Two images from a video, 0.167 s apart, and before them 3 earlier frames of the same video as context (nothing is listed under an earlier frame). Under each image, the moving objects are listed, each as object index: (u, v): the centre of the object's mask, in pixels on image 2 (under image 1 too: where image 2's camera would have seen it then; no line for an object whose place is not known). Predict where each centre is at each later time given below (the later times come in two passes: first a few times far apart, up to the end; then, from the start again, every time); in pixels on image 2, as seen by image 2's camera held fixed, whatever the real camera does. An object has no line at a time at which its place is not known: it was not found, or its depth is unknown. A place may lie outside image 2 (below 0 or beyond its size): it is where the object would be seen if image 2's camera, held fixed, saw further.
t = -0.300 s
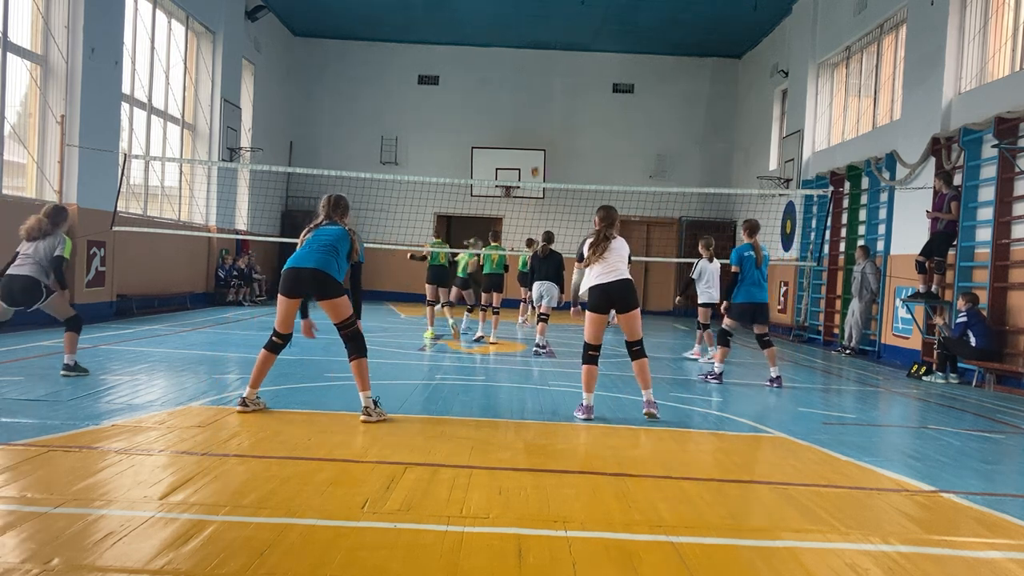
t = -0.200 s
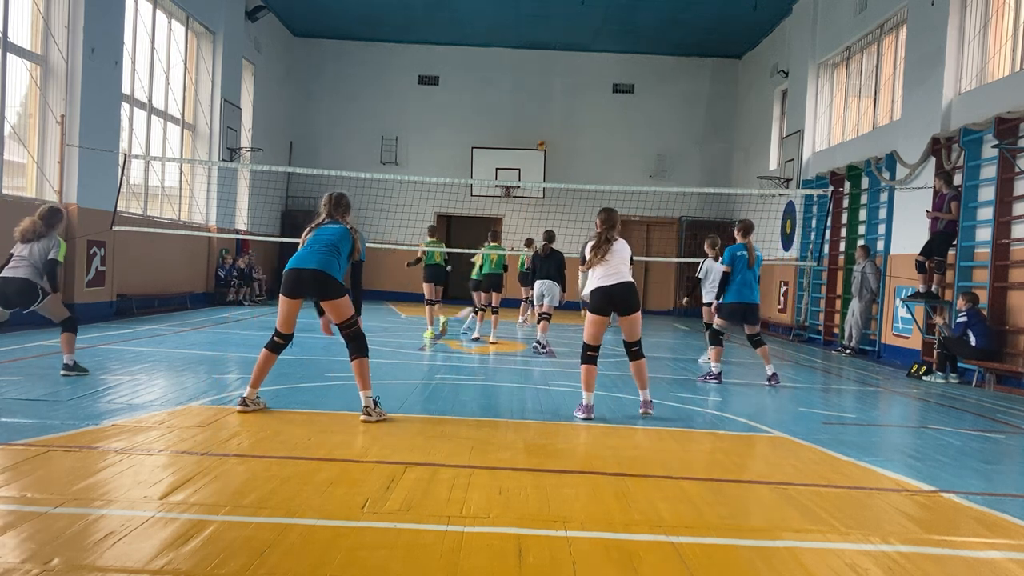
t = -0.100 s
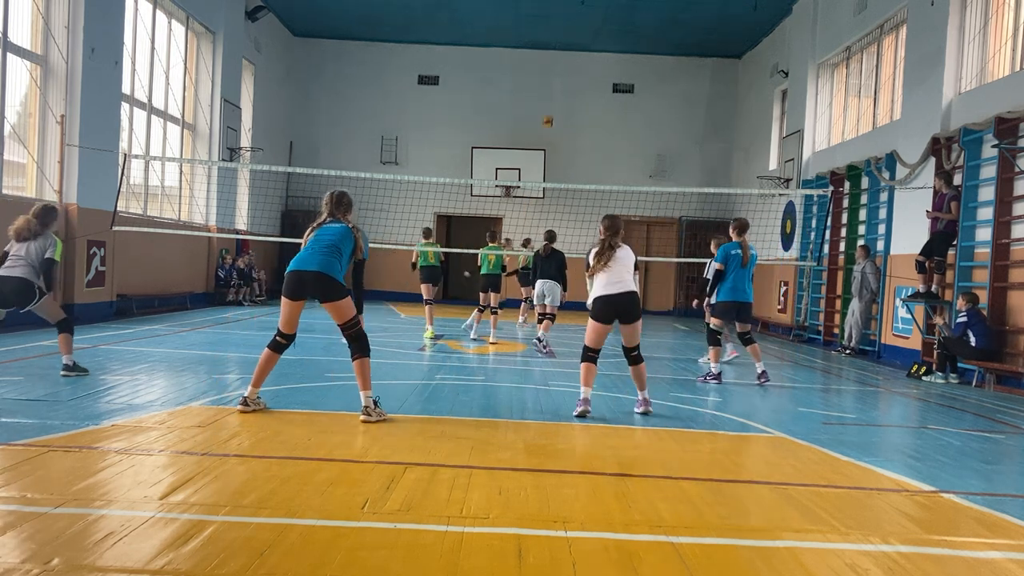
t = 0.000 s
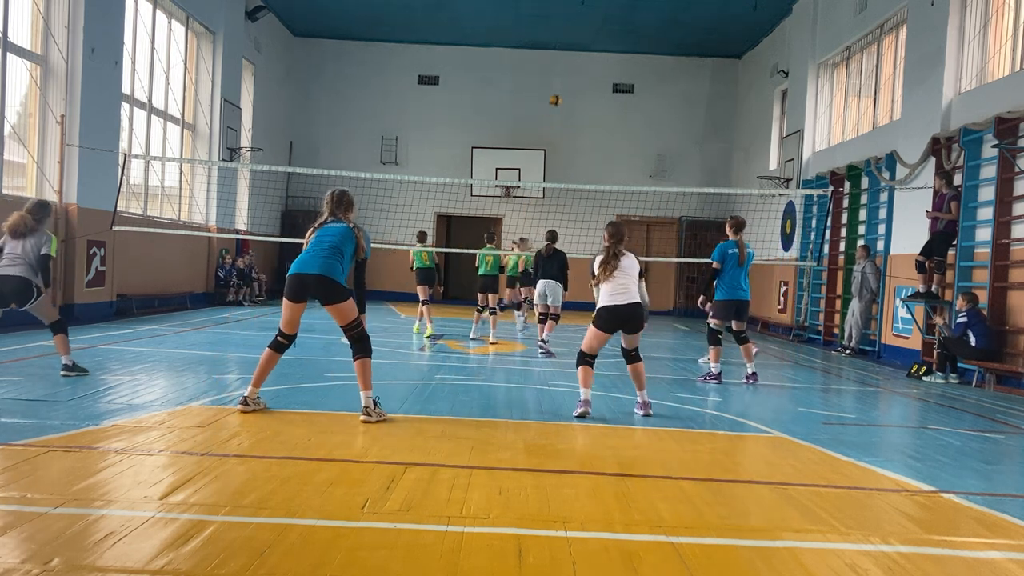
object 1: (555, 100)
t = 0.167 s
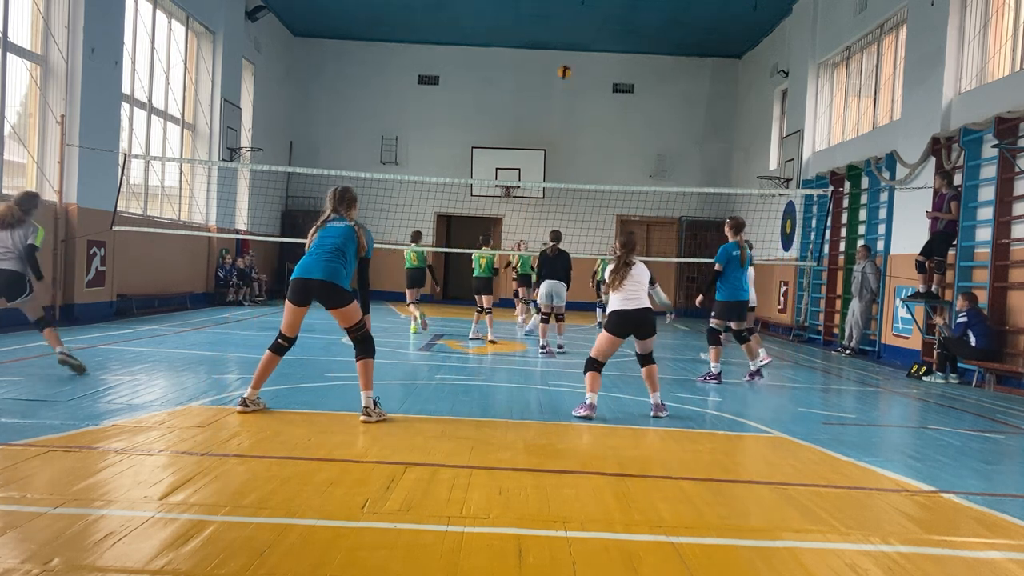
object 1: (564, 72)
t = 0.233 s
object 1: (568, 64)
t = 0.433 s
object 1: (576, 53)
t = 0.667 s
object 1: (586, 70)
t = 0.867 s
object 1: (589, 131)
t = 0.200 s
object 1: (567, 68)
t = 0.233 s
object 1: (568, 64)
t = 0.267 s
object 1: (569, 61)
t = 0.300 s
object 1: (571, 58)
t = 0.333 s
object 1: (572, 55)
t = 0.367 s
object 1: (574, 54)
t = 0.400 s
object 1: (575, 53)
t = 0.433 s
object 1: (576, 53)
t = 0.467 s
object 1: (577, 52)
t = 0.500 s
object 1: (579, 53)
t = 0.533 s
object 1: (581, 55)
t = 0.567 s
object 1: (582, 58)
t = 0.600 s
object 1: (584, 61)
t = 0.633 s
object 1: (585, 65)
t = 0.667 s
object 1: (586, 70)
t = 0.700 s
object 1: (587, 77)
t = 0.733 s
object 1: (588, 85)
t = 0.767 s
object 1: (589, 94)
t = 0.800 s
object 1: (589, 105)
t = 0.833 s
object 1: (590, 117)
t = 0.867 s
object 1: (589, 131)
